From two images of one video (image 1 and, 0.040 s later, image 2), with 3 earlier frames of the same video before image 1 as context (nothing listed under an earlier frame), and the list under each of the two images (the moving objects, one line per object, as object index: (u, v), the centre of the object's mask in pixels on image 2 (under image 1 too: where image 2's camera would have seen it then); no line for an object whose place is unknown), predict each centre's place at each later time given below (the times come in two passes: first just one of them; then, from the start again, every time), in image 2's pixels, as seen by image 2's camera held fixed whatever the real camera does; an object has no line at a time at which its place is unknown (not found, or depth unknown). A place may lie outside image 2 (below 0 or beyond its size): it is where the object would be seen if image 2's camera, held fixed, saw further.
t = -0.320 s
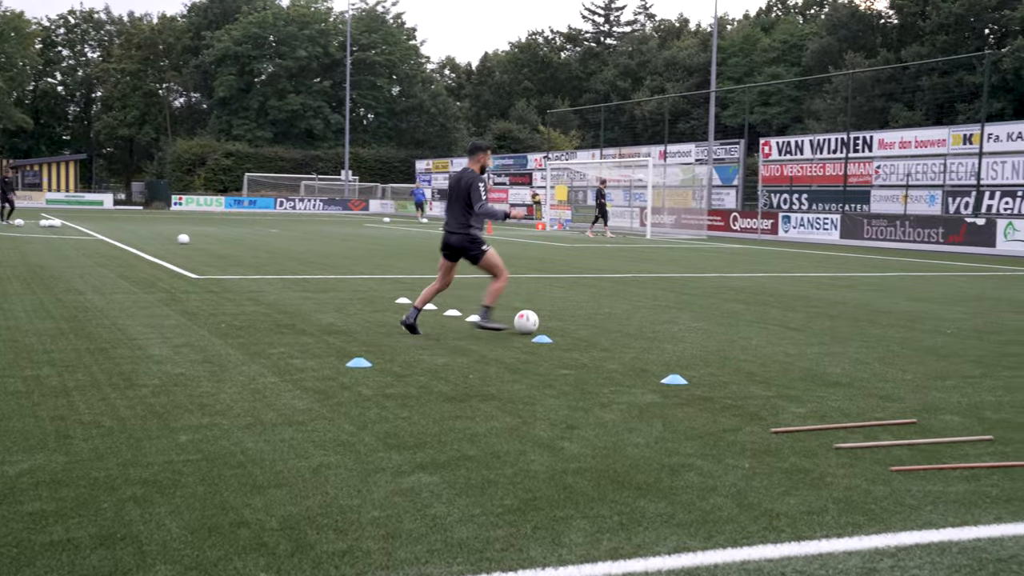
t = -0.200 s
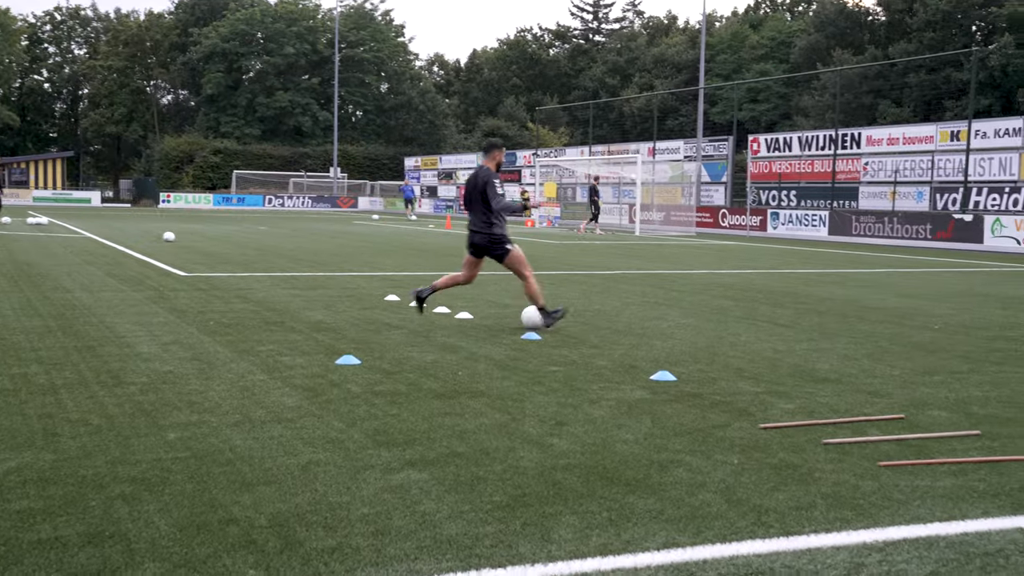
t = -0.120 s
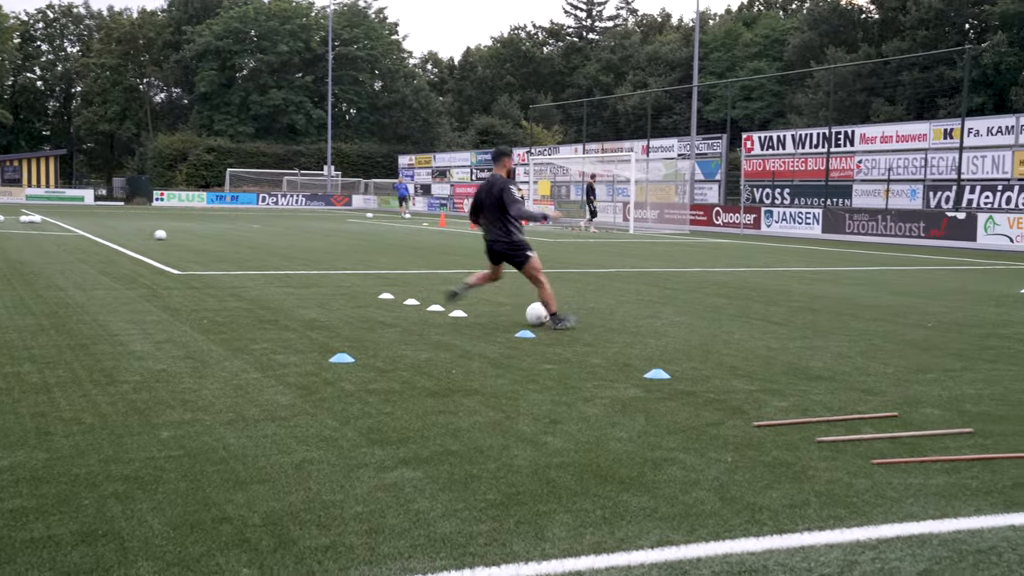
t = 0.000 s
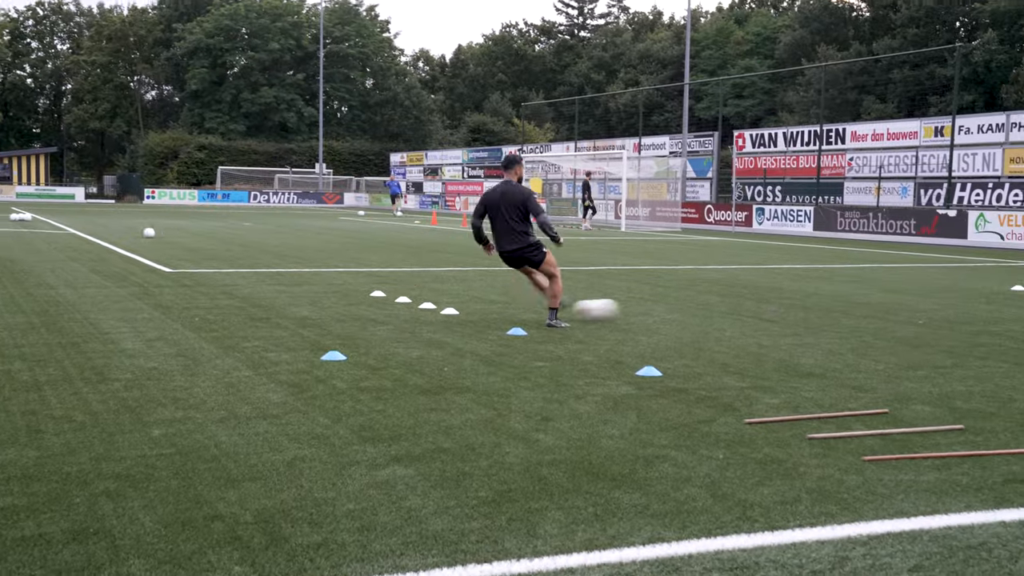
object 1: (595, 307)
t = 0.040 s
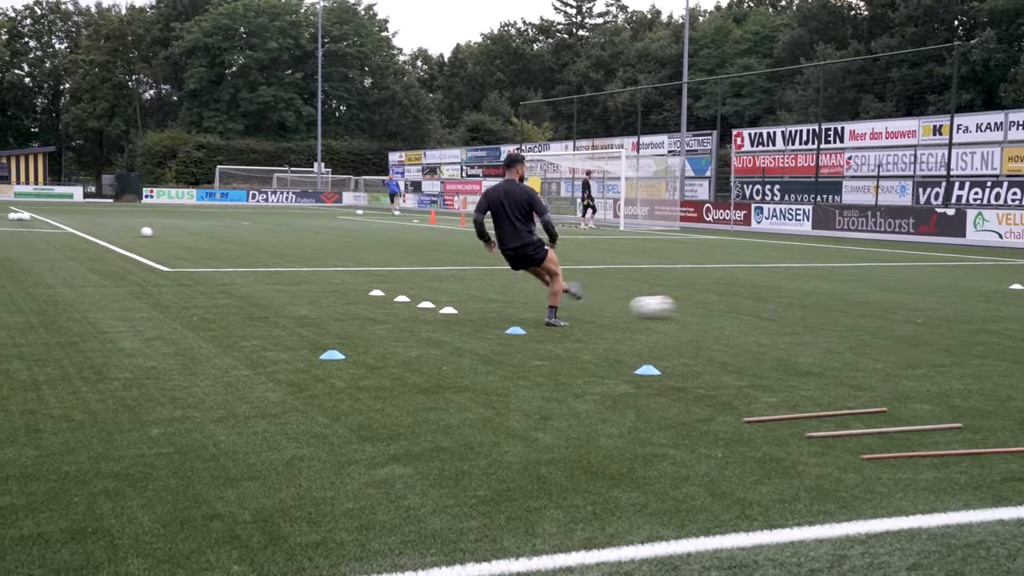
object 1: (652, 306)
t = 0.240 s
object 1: (897, 303)
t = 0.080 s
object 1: (706, 305)
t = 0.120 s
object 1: (759, 306)
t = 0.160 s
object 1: (808, 306)
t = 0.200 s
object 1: (853, 304)
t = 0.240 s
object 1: (897, 303)
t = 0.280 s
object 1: (941, 305)
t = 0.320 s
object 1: (981, 304)
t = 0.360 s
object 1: (1018, 301)
